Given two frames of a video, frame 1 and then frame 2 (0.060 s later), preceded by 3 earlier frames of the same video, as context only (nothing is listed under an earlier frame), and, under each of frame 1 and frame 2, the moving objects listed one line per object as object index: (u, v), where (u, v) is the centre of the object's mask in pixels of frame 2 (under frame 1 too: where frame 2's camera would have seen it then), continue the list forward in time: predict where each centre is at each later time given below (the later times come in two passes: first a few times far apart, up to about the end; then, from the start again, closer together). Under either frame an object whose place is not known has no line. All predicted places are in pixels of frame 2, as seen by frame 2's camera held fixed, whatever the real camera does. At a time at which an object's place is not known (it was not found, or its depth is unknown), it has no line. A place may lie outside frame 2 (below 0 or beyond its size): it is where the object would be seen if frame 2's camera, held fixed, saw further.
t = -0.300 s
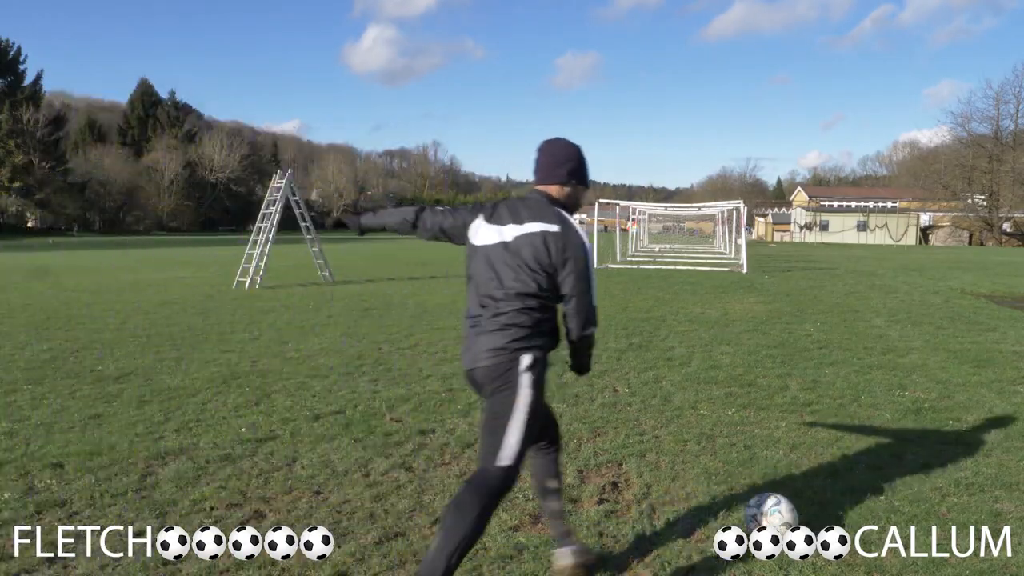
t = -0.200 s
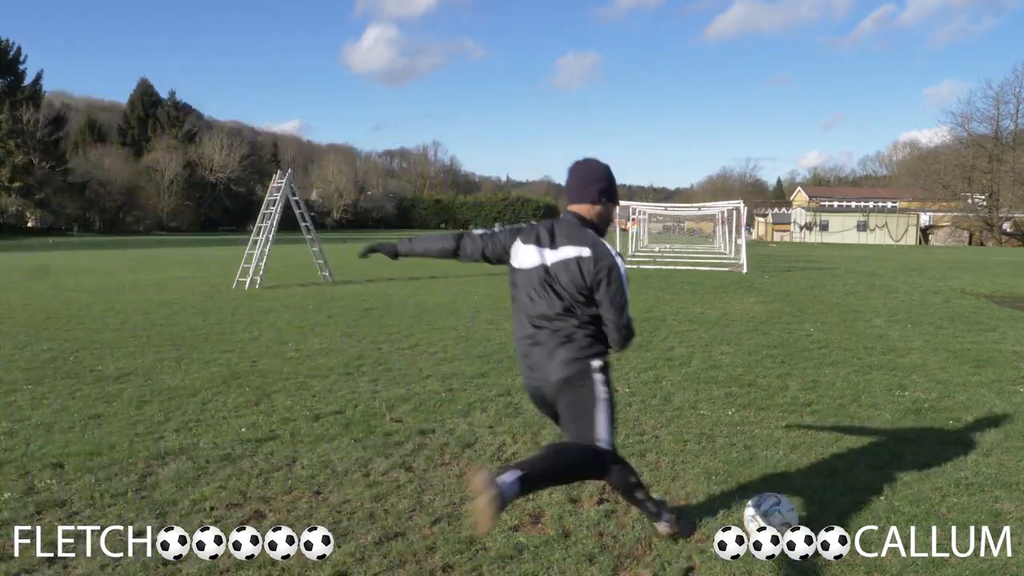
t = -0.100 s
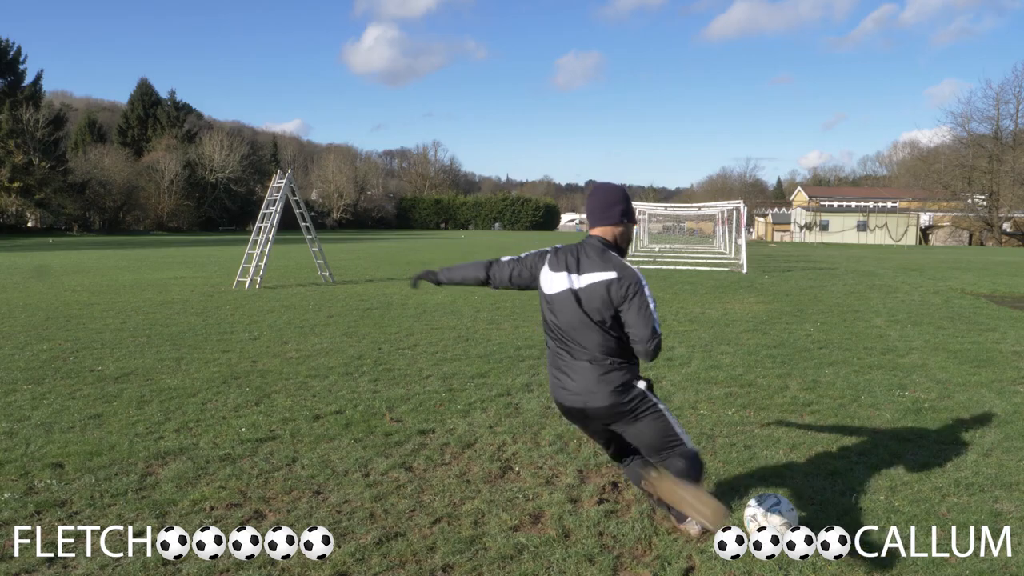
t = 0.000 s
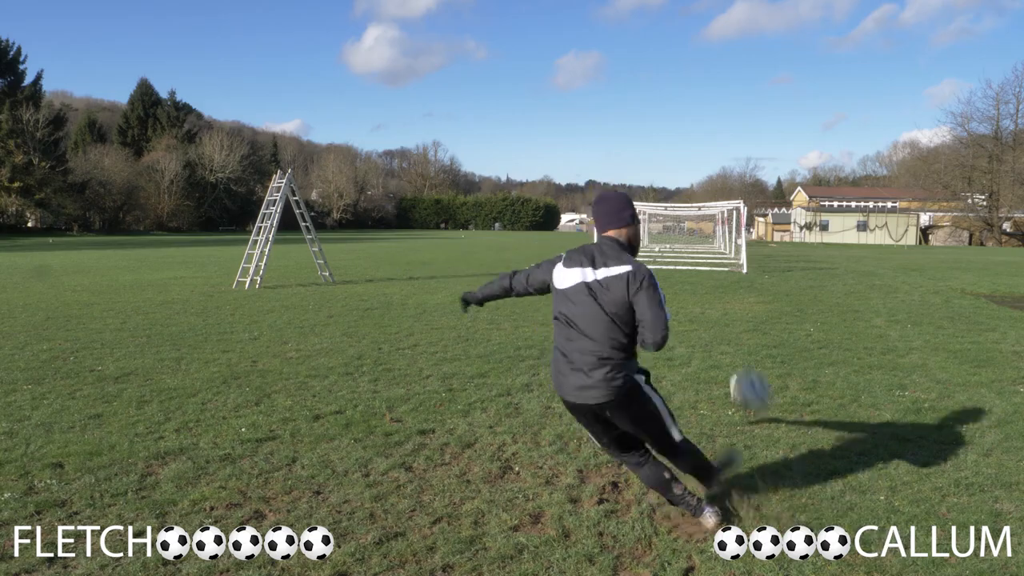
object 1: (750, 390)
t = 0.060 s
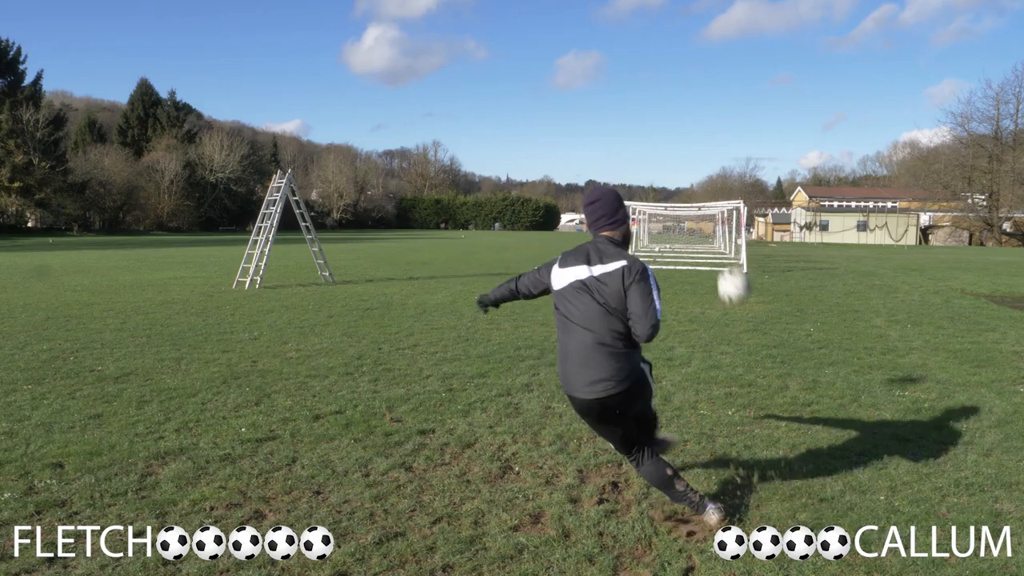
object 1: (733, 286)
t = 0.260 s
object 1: (704, 132)
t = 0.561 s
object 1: (686, 70)
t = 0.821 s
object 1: (679, 64)
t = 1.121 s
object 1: (673, 78)
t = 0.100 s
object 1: (724, 238)
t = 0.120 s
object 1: (720, 219)
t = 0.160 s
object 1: (713, 186)
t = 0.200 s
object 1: (711, 160)
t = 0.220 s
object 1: (709, 150)
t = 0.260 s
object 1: (704, 132)
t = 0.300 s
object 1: (701, 118)
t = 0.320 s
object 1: (700, 112)
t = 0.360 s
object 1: (697, 101)
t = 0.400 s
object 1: (694, 92)
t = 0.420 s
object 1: (693, 88)
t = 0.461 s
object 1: (691, 82)
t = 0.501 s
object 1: (689, 77)
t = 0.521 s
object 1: (688, 74)
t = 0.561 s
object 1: (686, 70)
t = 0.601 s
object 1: (685, 68)
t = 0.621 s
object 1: (684, 67)
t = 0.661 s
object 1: (683, 65)
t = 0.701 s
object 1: (682, 64)
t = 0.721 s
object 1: (681, 64)
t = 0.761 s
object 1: (680, 63)
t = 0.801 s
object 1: (679, 63)
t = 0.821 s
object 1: (679, 64)
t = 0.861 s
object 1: (678, 65)
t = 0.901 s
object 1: (678, 65)
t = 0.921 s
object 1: (677, 66)
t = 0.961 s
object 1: (676, 68)
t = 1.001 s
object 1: (675, 70)
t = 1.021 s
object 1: (675, 71)
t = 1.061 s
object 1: (674, 73)
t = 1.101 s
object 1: (673, 76)
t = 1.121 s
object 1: (673, 78)
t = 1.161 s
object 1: (672, 81)
